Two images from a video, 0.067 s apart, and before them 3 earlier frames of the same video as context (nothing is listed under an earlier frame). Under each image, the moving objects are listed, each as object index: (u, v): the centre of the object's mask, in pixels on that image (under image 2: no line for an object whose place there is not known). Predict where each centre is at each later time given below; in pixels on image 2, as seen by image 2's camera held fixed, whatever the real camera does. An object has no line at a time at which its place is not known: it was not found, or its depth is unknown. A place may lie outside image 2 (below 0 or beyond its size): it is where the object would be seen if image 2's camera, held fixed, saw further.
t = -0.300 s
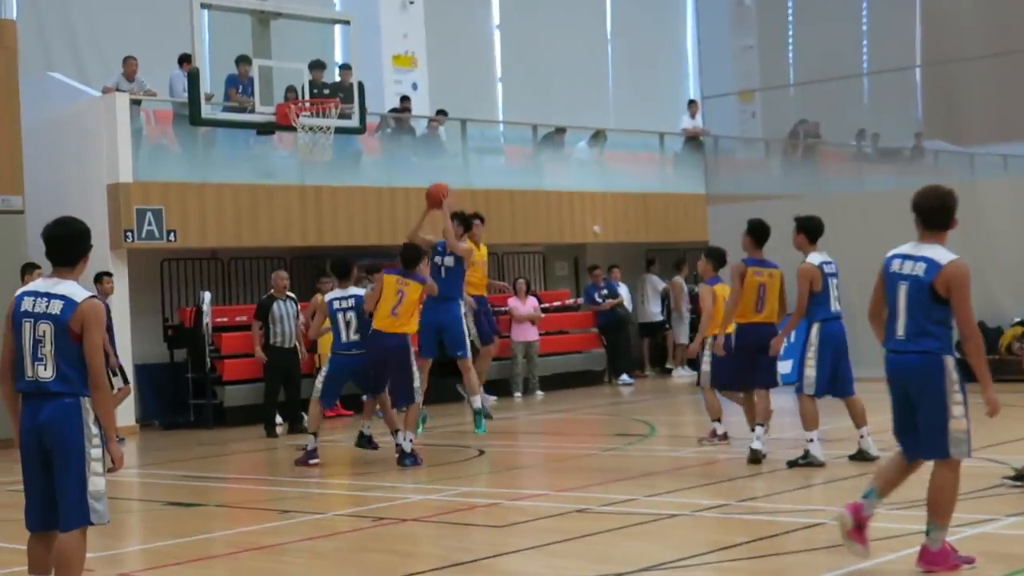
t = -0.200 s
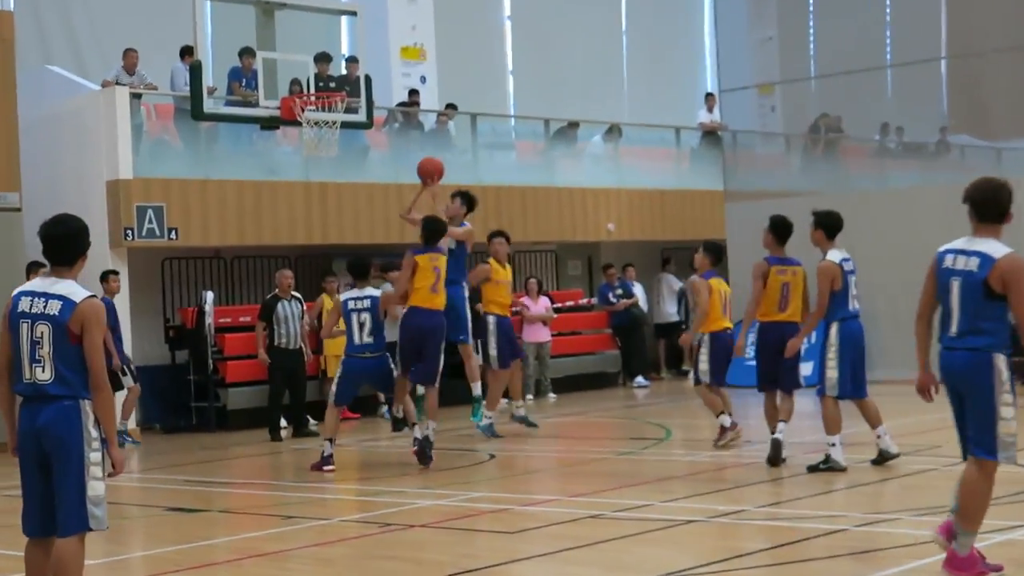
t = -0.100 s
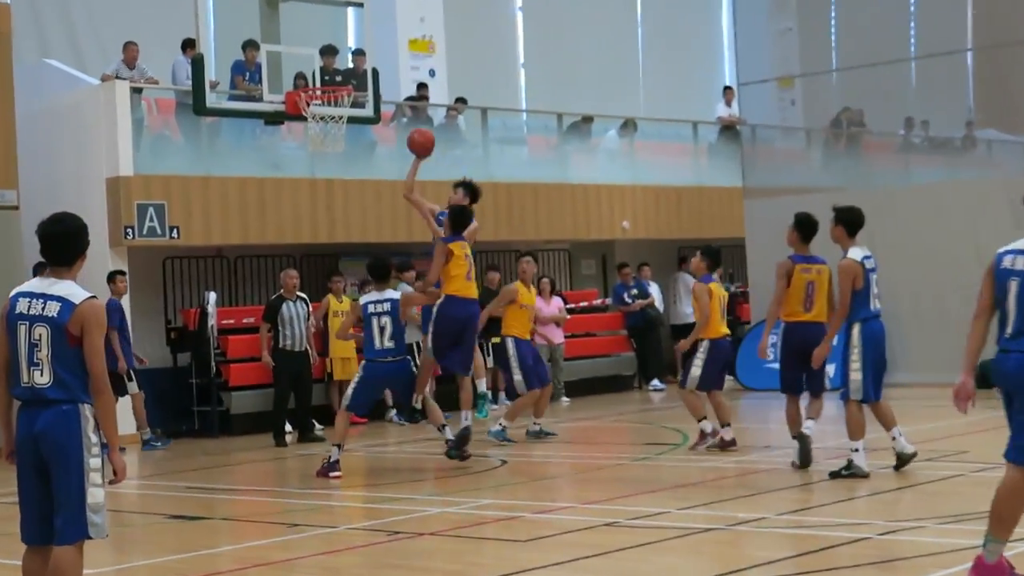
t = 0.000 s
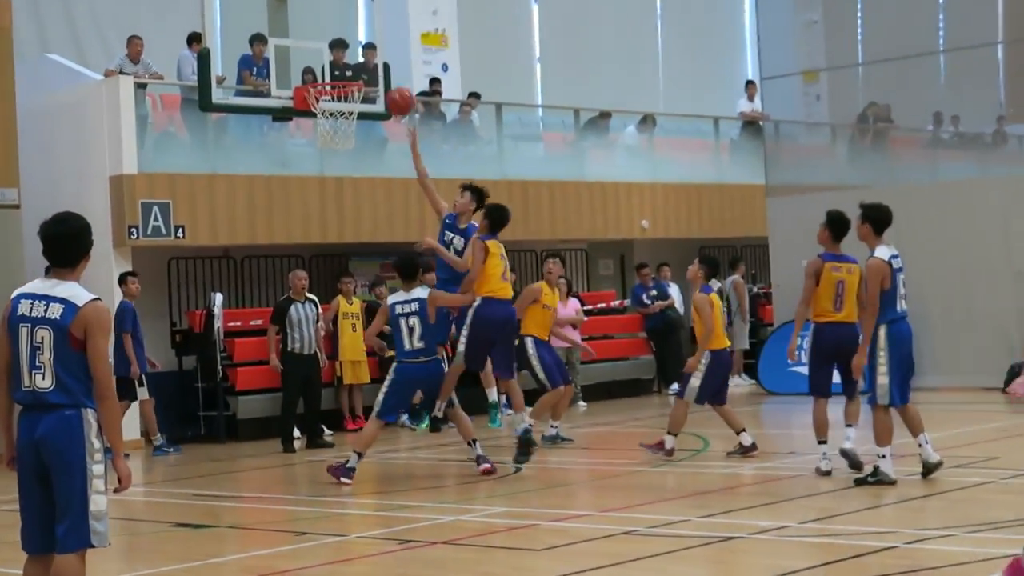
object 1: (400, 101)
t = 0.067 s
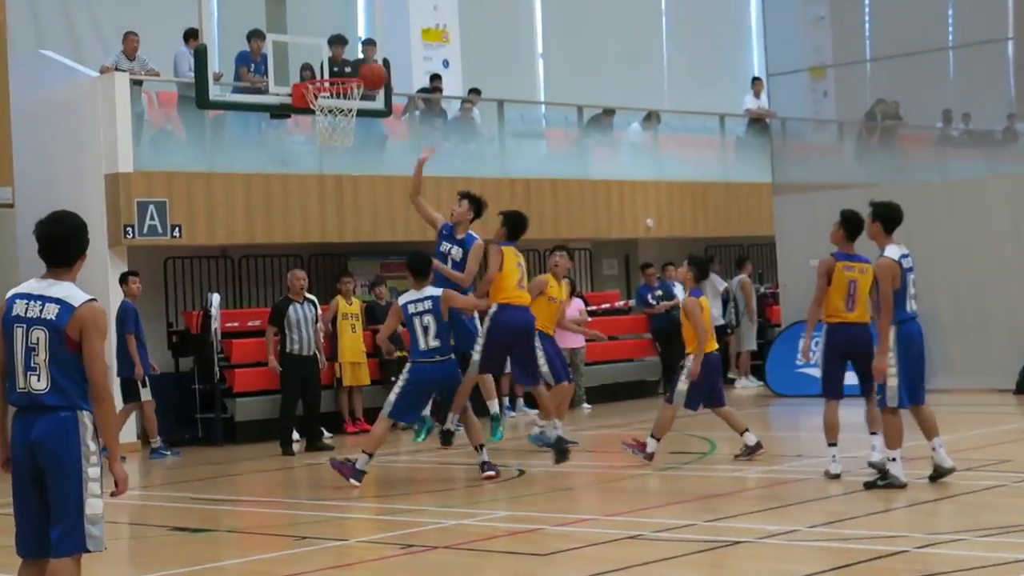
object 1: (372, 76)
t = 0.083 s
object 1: (366, 71)
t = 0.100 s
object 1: (360, 67)
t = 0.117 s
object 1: (351, 64)
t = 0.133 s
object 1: (344, 60)
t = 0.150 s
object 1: (342, 55)
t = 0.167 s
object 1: (340, 56)
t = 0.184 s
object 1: (340, 51)
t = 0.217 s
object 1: (338, 49)
